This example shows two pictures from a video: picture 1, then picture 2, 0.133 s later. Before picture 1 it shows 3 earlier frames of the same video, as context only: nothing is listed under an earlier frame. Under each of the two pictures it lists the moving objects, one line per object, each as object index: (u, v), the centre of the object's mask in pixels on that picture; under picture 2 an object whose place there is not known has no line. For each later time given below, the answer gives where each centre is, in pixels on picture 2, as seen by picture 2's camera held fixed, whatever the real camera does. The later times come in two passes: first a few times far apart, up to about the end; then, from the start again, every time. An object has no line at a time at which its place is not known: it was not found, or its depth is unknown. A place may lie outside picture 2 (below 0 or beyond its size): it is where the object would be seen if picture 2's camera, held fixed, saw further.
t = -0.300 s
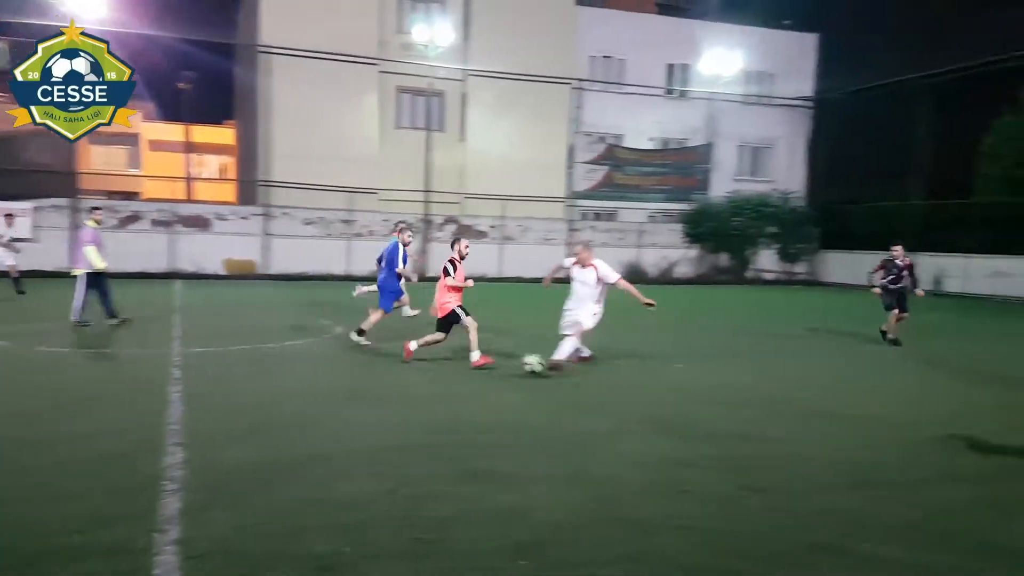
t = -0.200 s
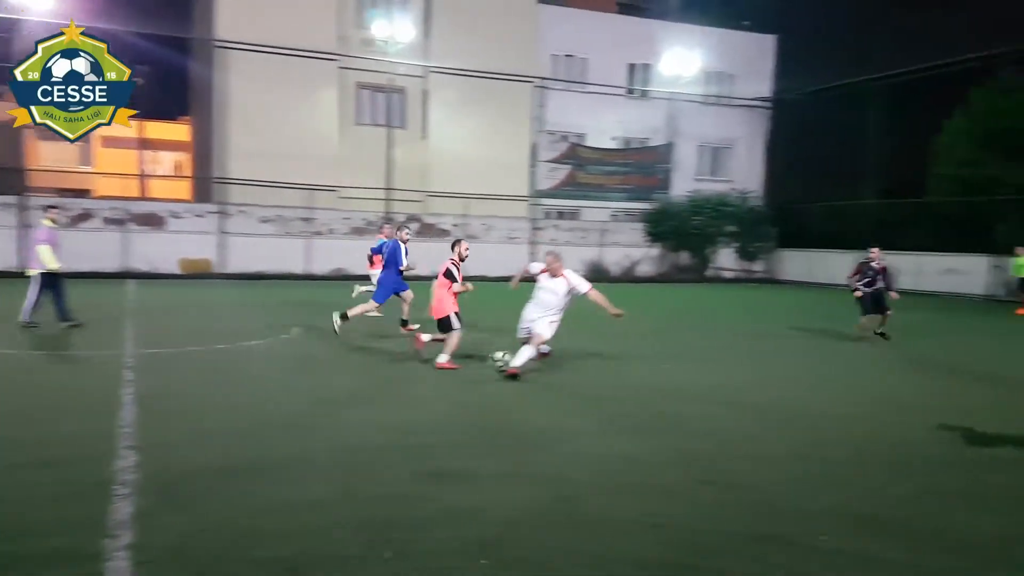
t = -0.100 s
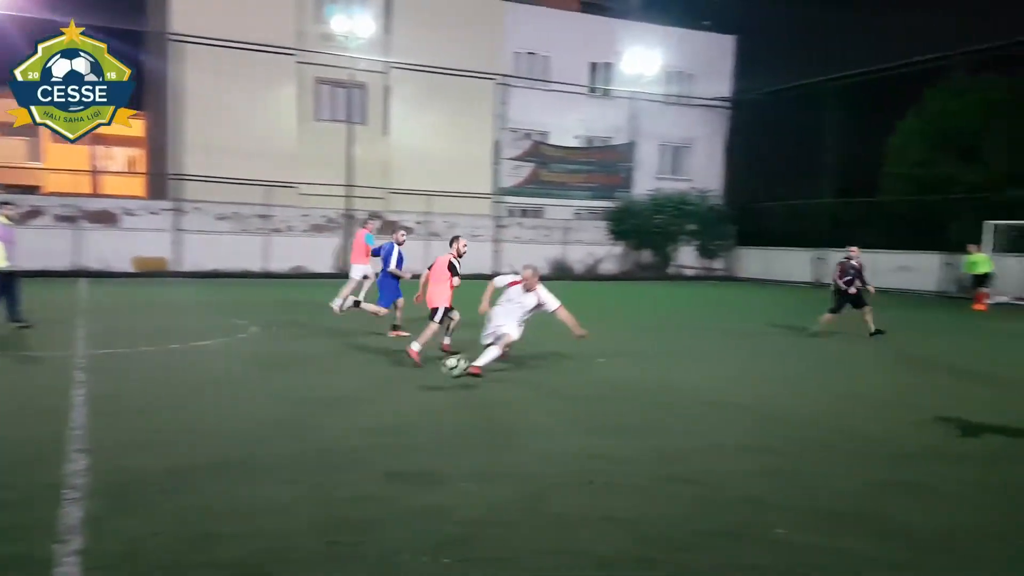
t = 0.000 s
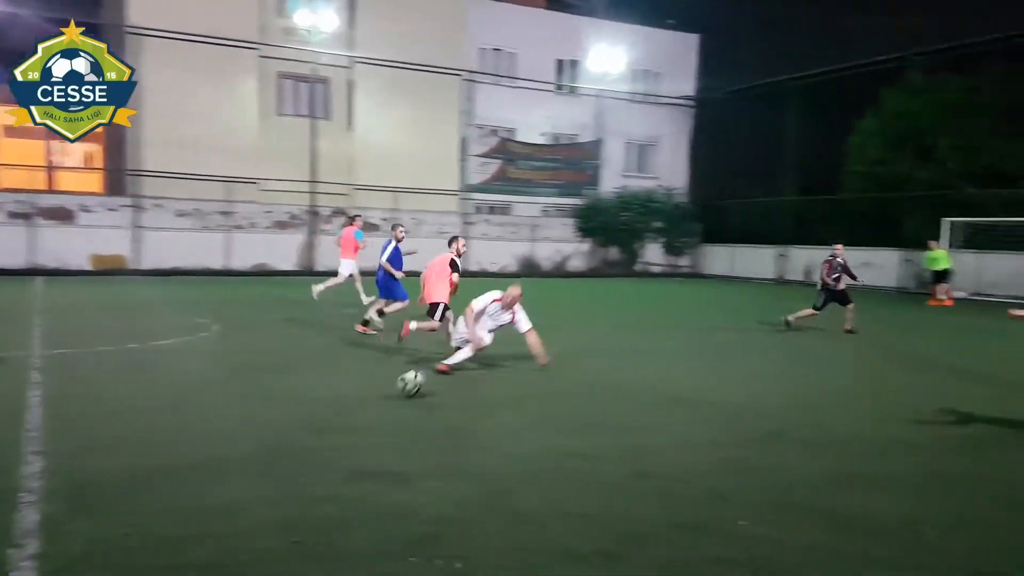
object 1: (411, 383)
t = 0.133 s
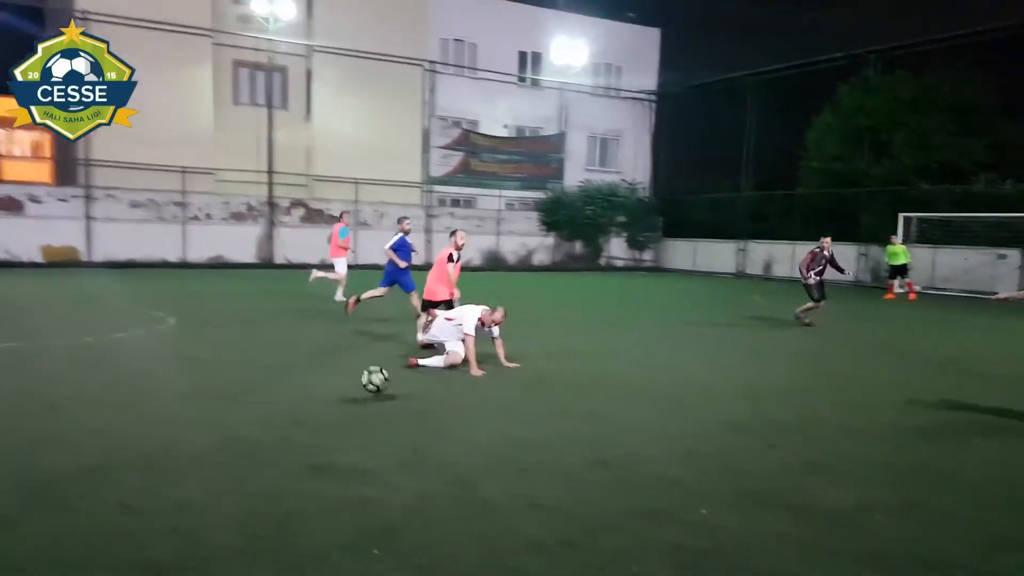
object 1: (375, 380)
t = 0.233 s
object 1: (378, 385)
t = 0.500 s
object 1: (391, 415)
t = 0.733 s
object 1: (409, 442)
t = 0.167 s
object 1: (375, 379)
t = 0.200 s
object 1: (377, 382)
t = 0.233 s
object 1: (378, 385)
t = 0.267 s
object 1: (379, 390)
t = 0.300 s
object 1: (380, 396)
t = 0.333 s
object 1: (382, 403)
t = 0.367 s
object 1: (382, 405)
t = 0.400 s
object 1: (385, 405)
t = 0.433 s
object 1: (387, 406)
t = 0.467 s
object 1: (389, 409)
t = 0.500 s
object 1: (391, 415)
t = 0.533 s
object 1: (394, 421)
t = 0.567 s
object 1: (397, 425)
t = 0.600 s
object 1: (399, 427)
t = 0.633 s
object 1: (401, 433)
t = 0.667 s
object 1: (403, 436)
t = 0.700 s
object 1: (407, 439)
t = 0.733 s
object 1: (409, 442)
